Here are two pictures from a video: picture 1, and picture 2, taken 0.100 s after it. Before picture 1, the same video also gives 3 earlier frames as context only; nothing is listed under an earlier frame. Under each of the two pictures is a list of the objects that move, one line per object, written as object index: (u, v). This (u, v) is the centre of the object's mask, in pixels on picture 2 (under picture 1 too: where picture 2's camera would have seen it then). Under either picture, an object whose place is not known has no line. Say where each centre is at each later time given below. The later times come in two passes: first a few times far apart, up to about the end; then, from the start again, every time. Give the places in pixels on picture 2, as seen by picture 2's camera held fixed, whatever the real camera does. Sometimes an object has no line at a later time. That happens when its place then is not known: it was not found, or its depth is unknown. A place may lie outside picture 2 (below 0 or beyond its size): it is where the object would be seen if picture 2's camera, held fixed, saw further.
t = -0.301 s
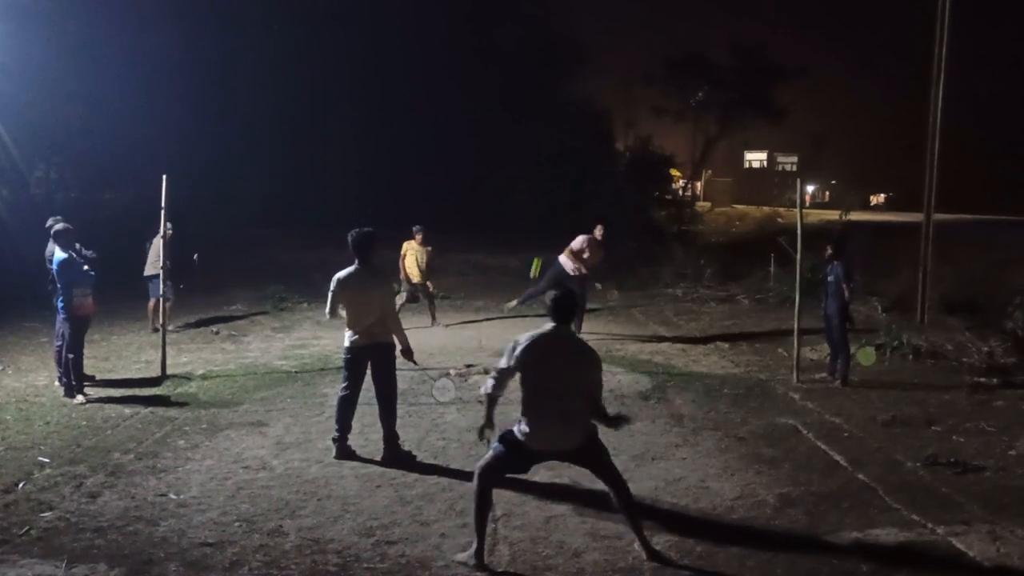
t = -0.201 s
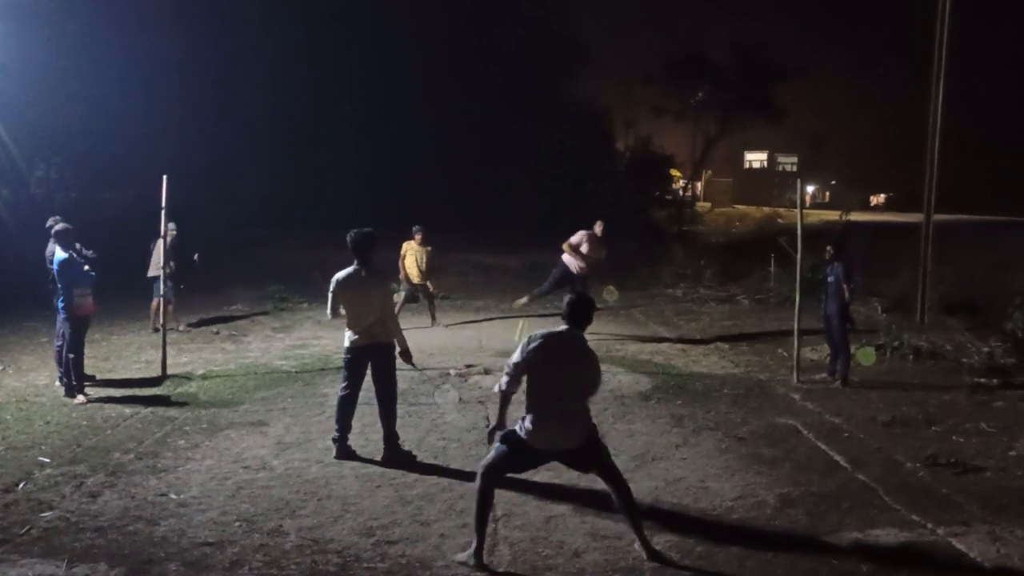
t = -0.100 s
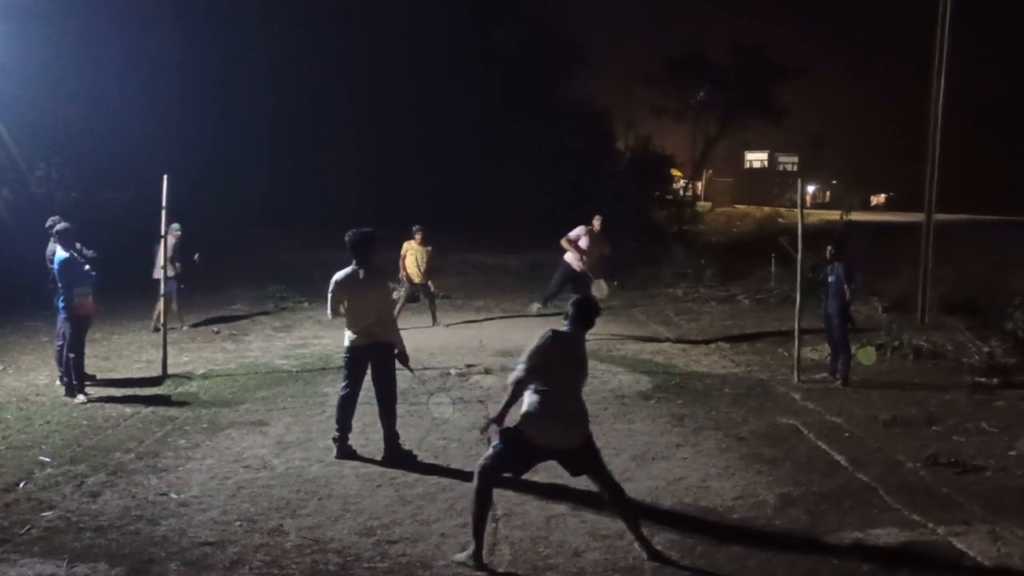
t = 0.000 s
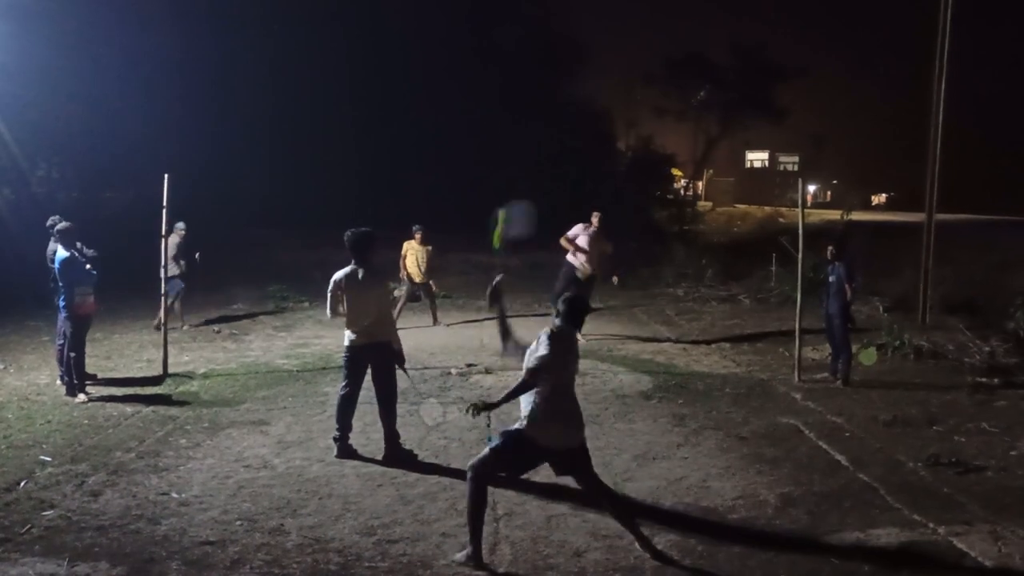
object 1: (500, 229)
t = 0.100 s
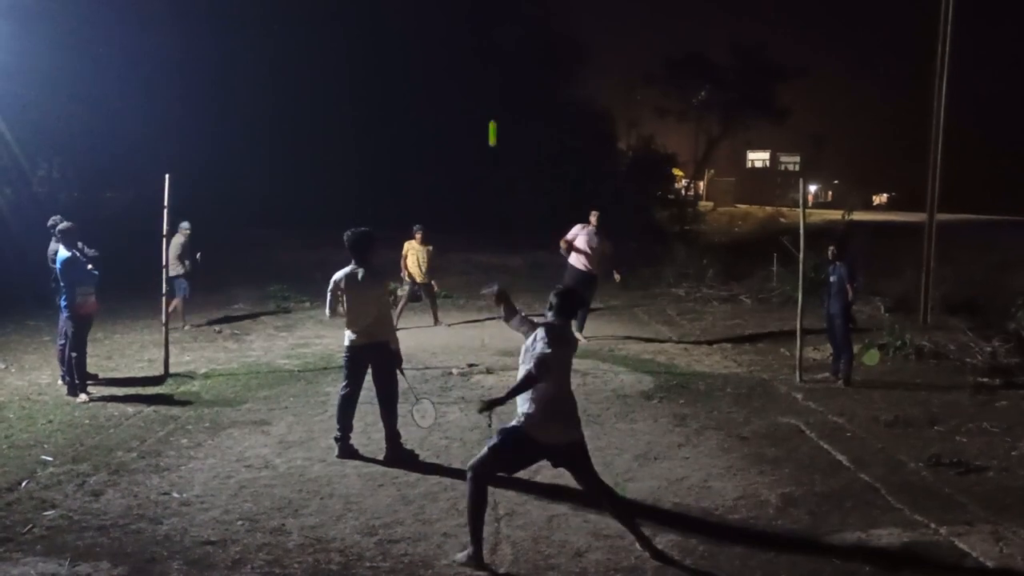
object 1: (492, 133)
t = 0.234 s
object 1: (488, 65)
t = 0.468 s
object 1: (484, 29)
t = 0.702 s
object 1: (482, 49)
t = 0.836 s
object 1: (483, 78)
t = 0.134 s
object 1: (492, 110)
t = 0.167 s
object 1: (491, 92)
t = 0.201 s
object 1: (489, 77)
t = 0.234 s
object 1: (488, 65)
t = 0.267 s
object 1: (487, 55)
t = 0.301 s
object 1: (487, 47)
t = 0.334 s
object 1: (486, 40)
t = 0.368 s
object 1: (484, 36)
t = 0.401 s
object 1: (484, 32)
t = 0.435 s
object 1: (484, 30)
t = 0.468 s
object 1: (484, 29)
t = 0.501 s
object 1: (483, 29)
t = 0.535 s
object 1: (483, 30)
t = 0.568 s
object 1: (483, 32)
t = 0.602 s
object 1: (483, 35)
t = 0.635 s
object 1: (482, 39)
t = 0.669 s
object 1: (482, 44)
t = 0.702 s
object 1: (482, 49)
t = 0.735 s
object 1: (482, 55)
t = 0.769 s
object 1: (482, 62)
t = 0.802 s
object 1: (483, 70)
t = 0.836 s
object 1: (483, 78)
